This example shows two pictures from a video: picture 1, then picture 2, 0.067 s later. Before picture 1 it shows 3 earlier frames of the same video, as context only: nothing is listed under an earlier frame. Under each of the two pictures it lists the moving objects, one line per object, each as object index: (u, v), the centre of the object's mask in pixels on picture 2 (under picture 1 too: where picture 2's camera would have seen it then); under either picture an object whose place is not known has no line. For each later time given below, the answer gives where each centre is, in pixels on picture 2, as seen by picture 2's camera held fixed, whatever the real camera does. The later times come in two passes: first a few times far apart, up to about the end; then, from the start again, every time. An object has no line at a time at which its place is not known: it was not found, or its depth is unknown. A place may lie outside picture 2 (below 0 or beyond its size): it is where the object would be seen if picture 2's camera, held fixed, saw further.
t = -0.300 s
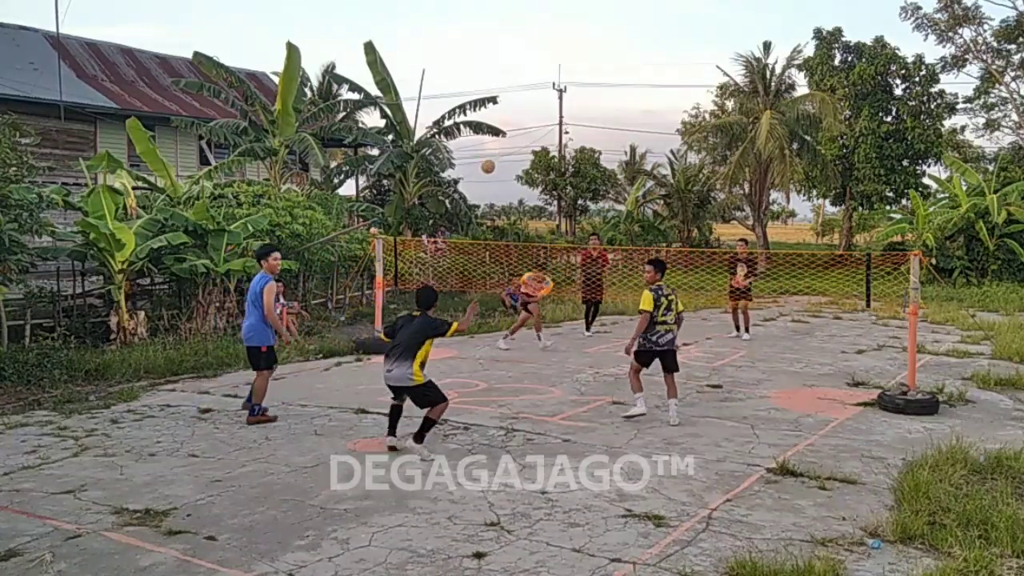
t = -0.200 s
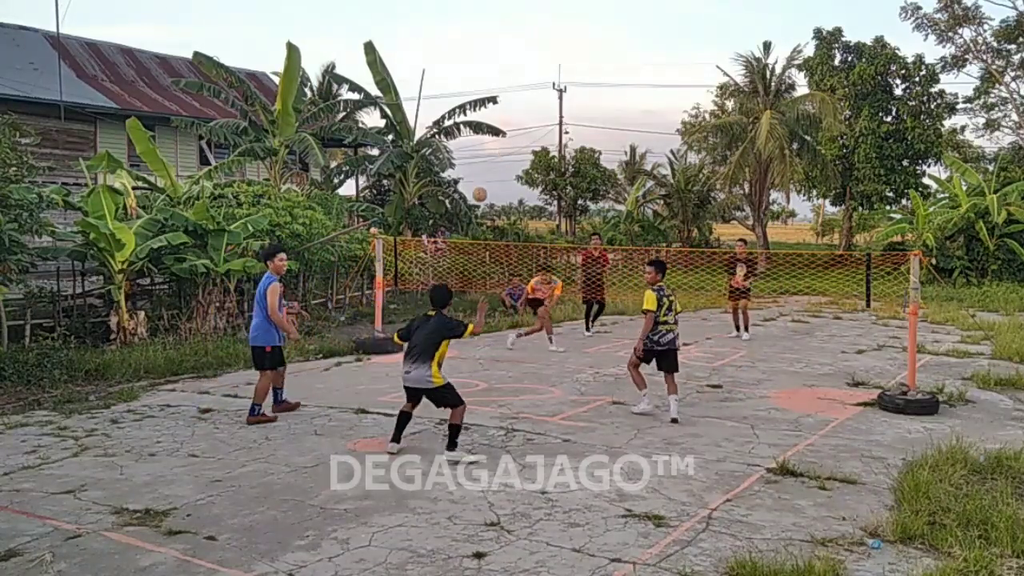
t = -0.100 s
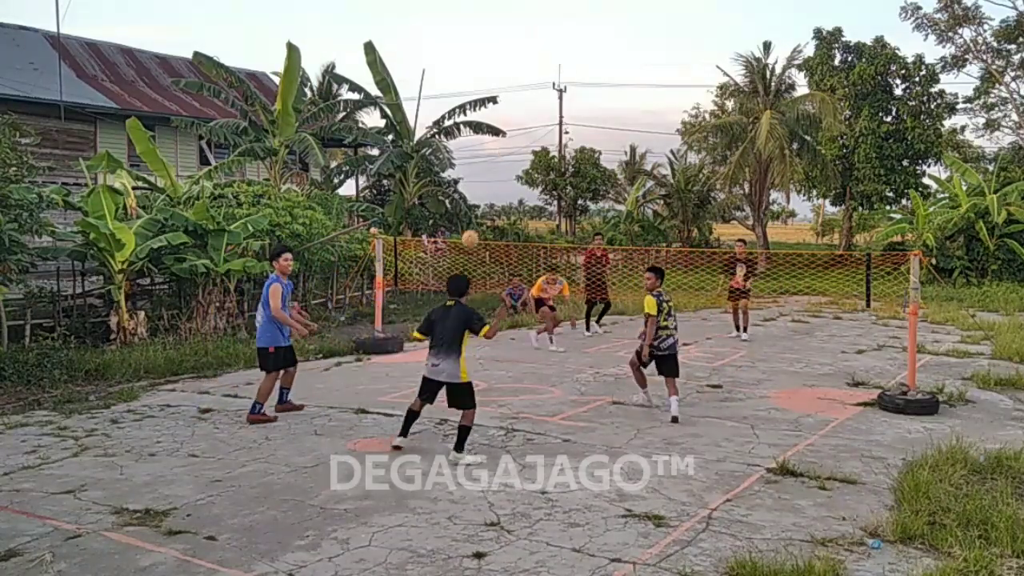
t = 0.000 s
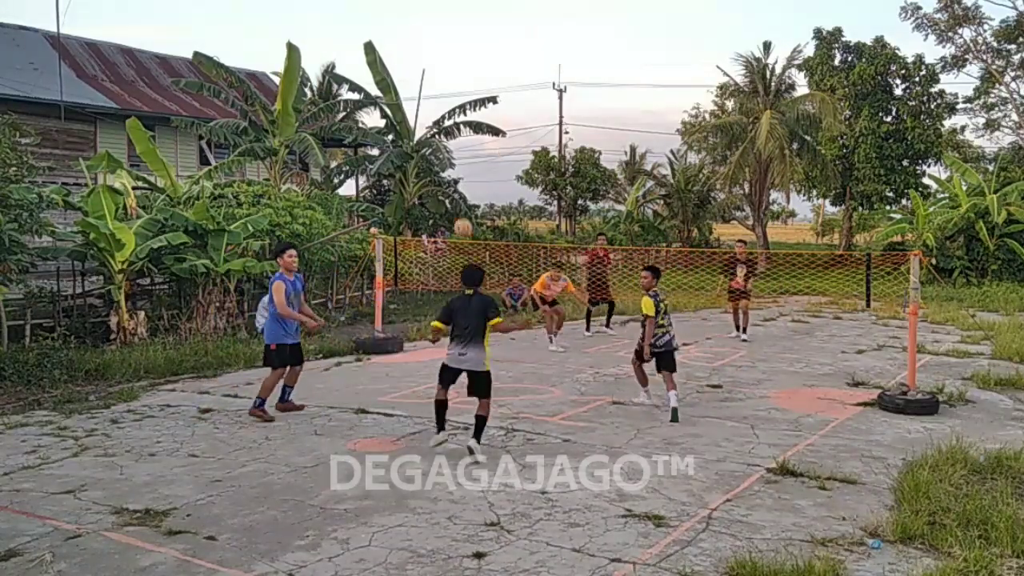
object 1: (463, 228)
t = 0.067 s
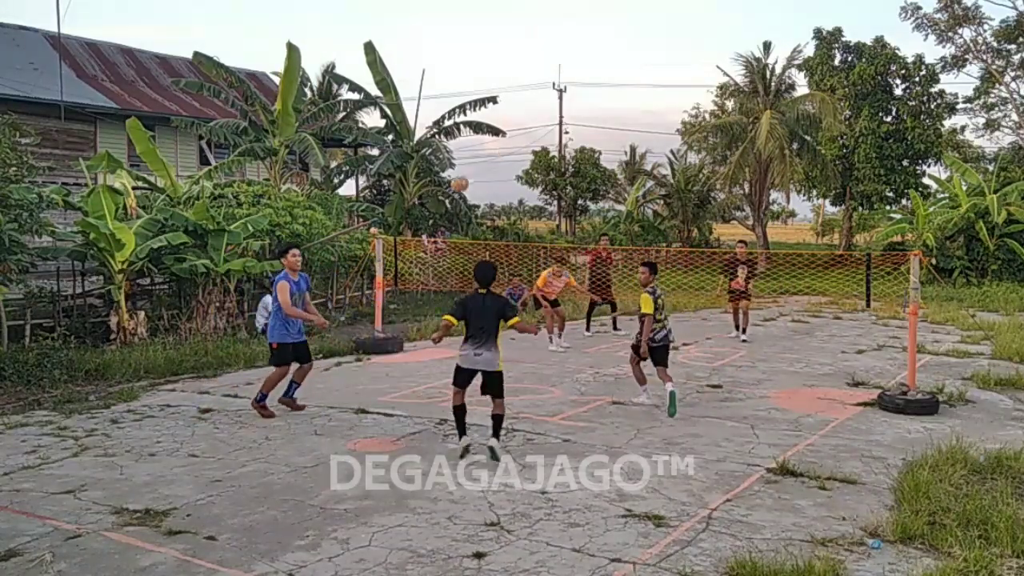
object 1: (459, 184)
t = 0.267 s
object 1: (448, 79)
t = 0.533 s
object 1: (431, 14)
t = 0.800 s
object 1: (411, 53)
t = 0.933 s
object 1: (400, 118)
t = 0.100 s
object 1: (458, 163)
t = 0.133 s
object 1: (456, 144)
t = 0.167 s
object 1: (454, 126)
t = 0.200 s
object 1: (452, 108)
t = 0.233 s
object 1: (450, 93)
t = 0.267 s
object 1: (448, 79)
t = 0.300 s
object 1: (446, 66)
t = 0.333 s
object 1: (444, 54)
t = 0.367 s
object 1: (442, 44)
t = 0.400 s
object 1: (440, 34)
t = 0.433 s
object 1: (438, 27)
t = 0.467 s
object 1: (435, 21)
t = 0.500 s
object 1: (433, 17)
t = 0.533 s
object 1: (431, 14)
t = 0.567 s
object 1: (428, 13)
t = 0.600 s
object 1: (426, 13)
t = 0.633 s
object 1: (423, 16)
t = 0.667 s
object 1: (421, 20)
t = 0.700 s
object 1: (419, 25)
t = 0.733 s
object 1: (416, 33)
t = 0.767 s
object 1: (414, 42)
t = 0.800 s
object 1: (411, 53)
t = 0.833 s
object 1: (408, 66)
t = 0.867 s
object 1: (406, 81)
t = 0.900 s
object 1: (403, 98)
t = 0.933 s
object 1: (400, 118)
